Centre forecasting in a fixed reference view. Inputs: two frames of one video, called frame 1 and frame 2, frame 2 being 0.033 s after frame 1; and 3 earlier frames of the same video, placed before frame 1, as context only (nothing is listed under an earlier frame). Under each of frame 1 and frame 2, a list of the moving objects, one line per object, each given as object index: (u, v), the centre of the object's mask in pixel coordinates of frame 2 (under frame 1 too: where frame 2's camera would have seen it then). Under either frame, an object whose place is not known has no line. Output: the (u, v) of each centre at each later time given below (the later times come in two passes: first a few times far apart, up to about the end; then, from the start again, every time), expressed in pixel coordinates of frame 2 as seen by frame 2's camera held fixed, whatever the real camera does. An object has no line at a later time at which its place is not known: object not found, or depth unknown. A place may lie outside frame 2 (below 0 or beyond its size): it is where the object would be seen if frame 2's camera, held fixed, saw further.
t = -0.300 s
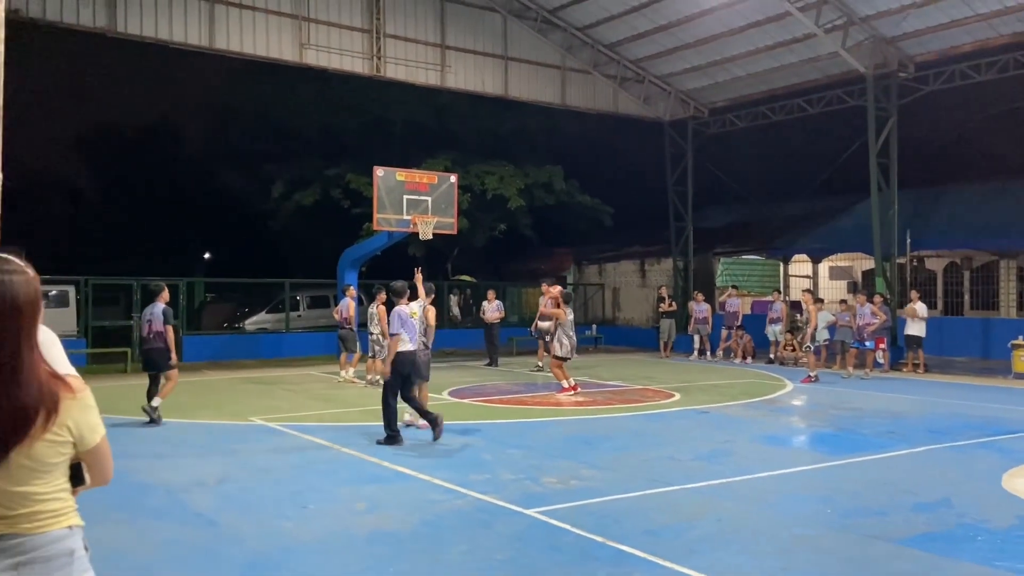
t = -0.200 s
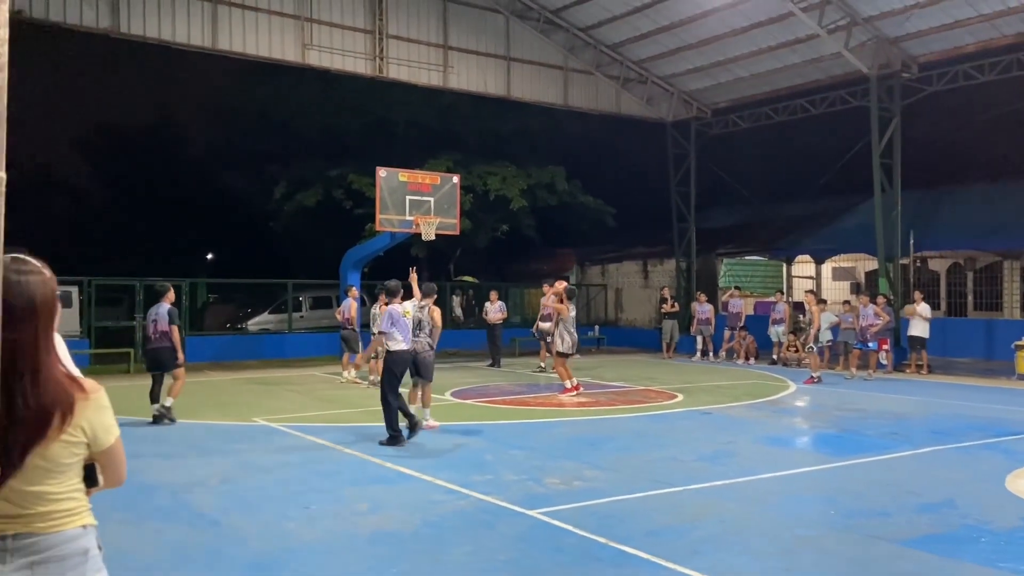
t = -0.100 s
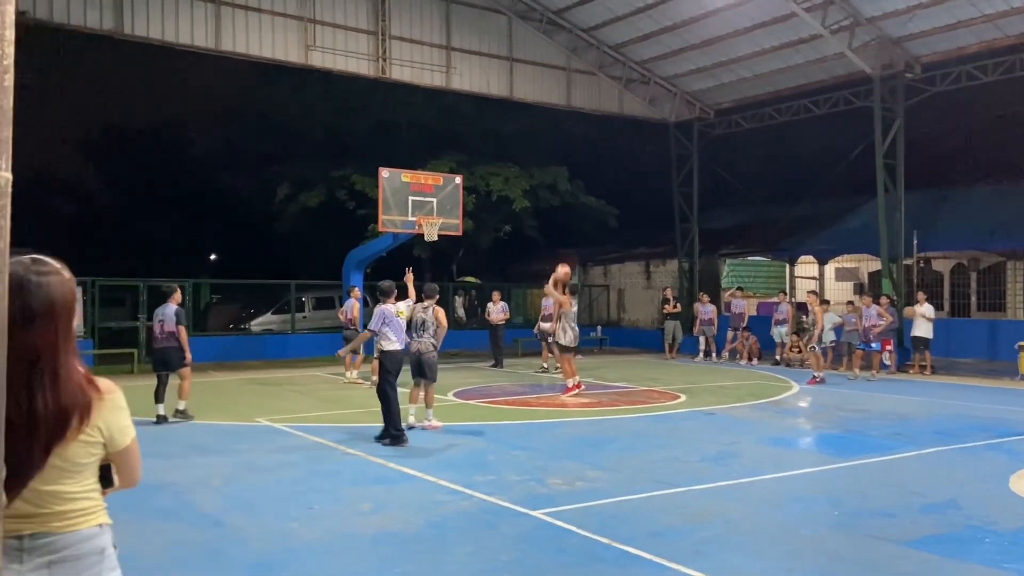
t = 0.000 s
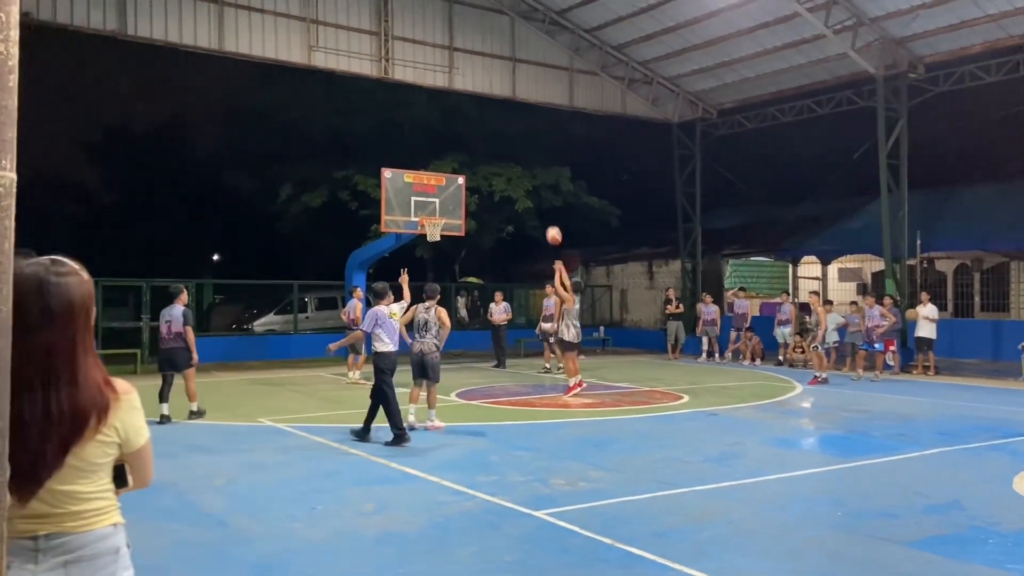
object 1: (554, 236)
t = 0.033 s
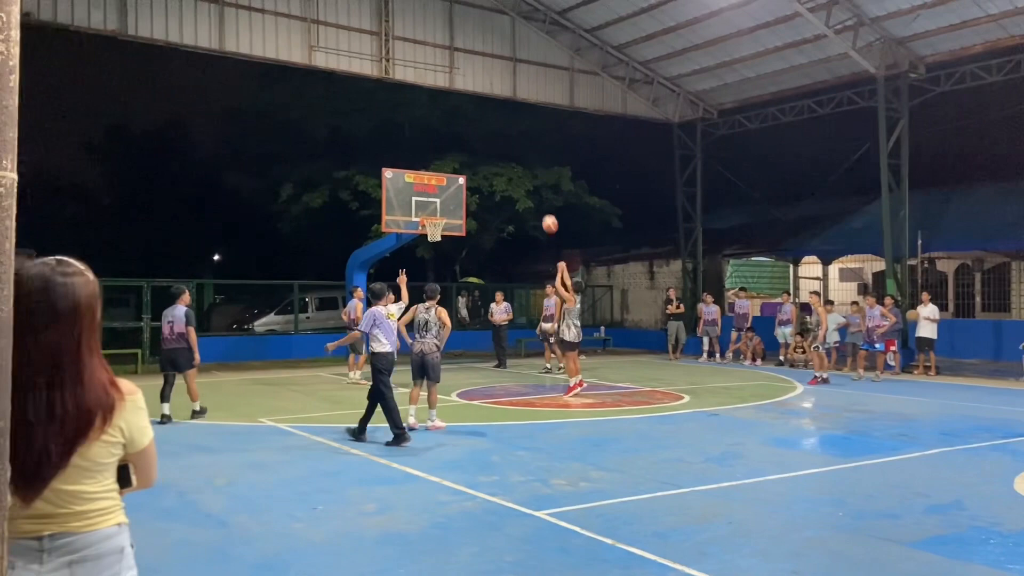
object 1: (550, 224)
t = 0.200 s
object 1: (528, 179)
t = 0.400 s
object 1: (503, 149)
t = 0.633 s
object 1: (479, 146)
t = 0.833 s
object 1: (459, 165)
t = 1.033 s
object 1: (440, 203)
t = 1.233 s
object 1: (433, 212)
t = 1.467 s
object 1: (439, 203)
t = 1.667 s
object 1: (444, 216)
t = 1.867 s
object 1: (449, 251)
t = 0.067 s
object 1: (545, 213)
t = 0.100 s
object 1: (541, 203)
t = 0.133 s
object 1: (536, 194)
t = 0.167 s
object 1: (532, 186)
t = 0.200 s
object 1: (528, 179)
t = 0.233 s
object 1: (524, 172)
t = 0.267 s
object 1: (520, 166)
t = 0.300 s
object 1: (516, 161)
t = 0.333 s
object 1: (512, 156)
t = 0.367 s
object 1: (508, 152)
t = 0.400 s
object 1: (503, 149)
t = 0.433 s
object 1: (500, 147)
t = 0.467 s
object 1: (496, 145)
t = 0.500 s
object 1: (492, 144)
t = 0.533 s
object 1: (489, 144)
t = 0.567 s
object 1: (485, 144)
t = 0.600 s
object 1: (482, 144)
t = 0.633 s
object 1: (479, 146)
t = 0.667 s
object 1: (475, 148)
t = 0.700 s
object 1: (472, 150)
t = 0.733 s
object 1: (468, 153)
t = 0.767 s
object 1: (465, 157)
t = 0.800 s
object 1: (462, 160)
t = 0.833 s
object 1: (459, 165)
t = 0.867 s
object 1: (456, 170)
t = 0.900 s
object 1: (453, 174)
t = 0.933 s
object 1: (450, 182)
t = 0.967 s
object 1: (447, 188)
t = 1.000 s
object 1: (443, 195)
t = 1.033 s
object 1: (440, 203)
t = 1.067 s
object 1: (438, 211)
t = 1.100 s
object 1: (436, 213)
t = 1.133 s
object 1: (435, 212)
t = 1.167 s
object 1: (434, 213)
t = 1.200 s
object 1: (433, 214)
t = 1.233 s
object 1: (433, 212)
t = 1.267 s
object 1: (434, 210)
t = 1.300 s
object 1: (435, 207)
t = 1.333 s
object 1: (436, 206)
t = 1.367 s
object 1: (437, 204)
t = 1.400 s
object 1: (437, 204)
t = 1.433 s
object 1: (439, 203)
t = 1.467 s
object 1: (439, 203)
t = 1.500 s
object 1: (440, 204)
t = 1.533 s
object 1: (441, 205)
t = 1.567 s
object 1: (442, 207)
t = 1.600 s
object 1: (443, 210)
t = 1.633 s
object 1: (444, 213)
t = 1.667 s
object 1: (444, 216)
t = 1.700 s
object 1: (446, 221)
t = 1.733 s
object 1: (446, 225)
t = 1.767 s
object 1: (447, 230)
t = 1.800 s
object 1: (447, 238)
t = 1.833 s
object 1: (448, 244)
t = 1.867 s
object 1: (449, 251)
